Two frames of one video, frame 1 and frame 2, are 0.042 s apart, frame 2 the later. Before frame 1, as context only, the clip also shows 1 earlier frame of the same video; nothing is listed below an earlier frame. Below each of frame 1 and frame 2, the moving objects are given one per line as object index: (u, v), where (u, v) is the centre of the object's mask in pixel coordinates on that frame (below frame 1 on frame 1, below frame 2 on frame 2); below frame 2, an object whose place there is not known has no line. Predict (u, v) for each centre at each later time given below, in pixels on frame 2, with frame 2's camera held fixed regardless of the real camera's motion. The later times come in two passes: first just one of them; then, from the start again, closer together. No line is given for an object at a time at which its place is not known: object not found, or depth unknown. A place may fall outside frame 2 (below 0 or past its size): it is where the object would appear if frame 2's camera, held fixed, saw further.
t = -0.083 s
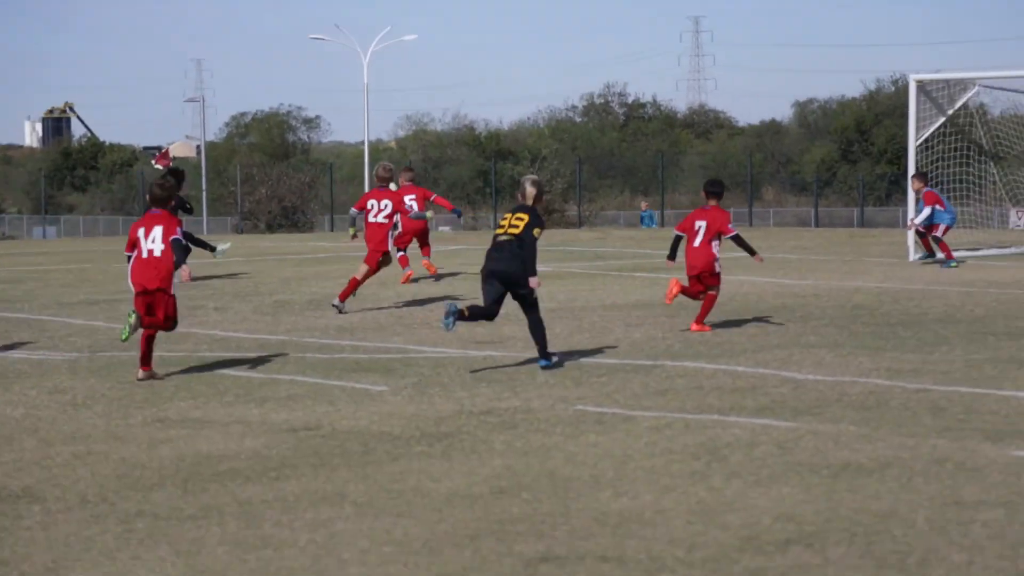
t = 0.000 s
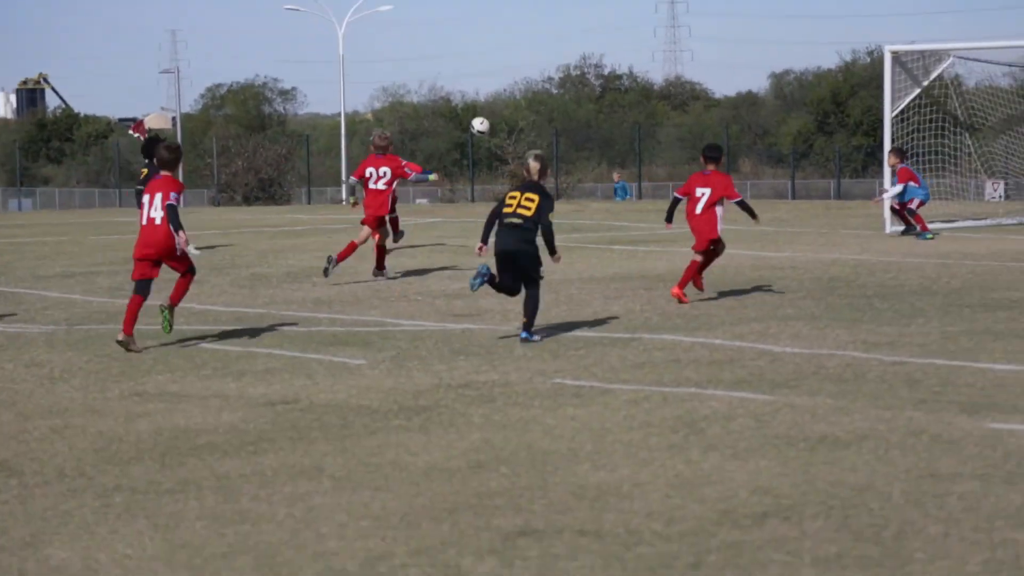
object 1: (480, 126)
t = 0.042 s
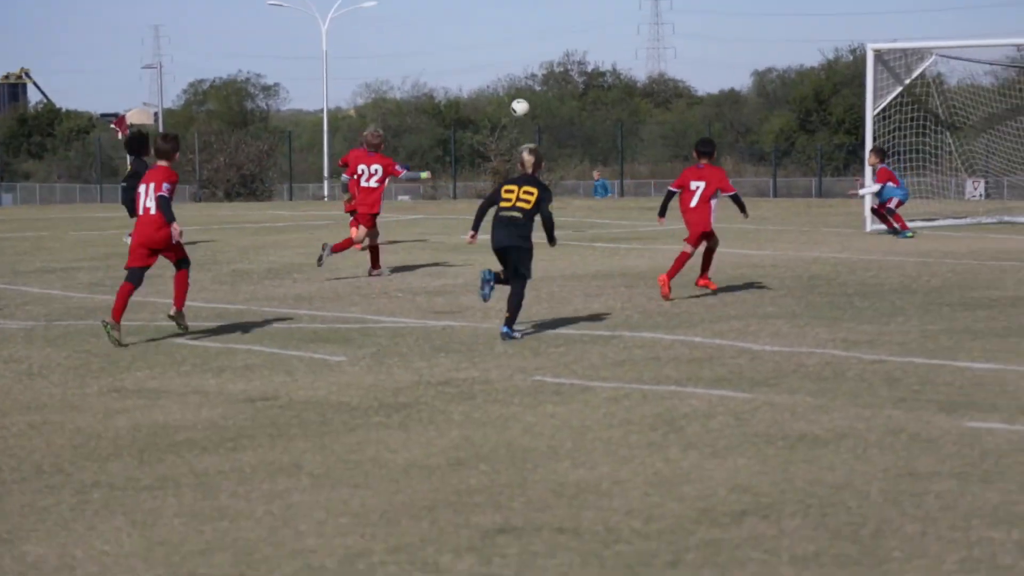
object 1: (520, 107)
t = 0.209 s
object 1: (742, 68)
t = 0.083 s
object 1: (577, 96)
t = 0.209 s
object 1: (742, 68)
